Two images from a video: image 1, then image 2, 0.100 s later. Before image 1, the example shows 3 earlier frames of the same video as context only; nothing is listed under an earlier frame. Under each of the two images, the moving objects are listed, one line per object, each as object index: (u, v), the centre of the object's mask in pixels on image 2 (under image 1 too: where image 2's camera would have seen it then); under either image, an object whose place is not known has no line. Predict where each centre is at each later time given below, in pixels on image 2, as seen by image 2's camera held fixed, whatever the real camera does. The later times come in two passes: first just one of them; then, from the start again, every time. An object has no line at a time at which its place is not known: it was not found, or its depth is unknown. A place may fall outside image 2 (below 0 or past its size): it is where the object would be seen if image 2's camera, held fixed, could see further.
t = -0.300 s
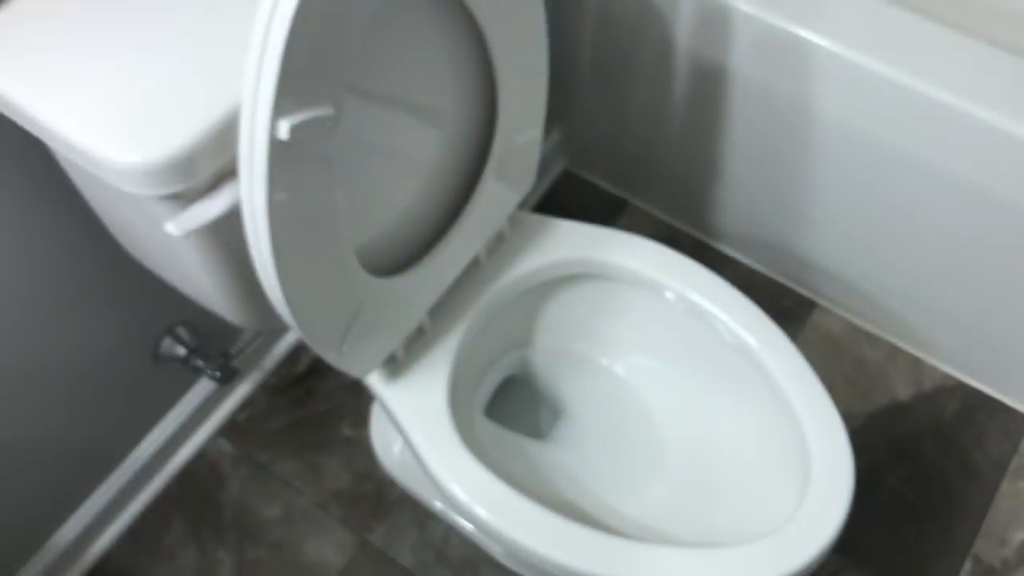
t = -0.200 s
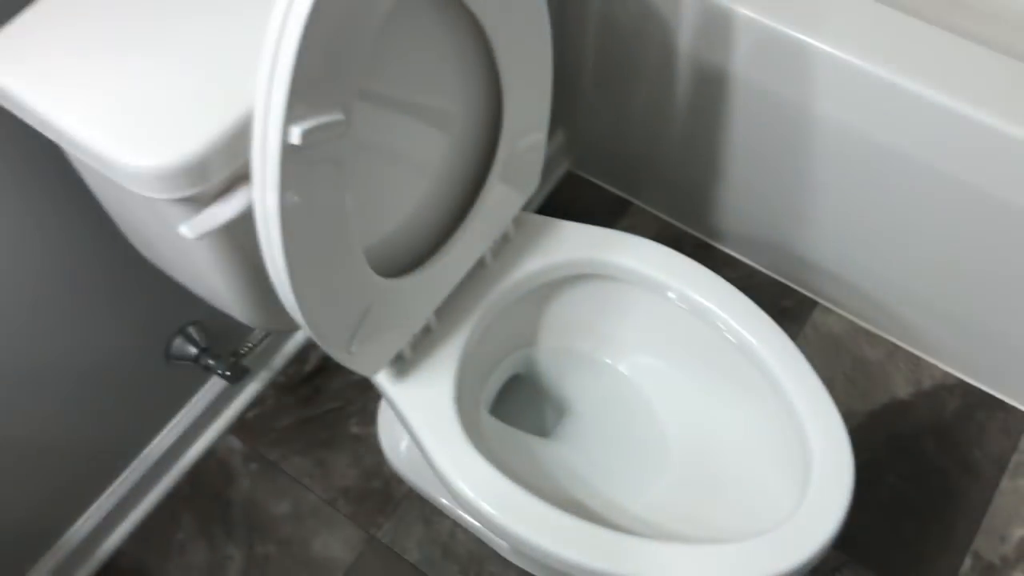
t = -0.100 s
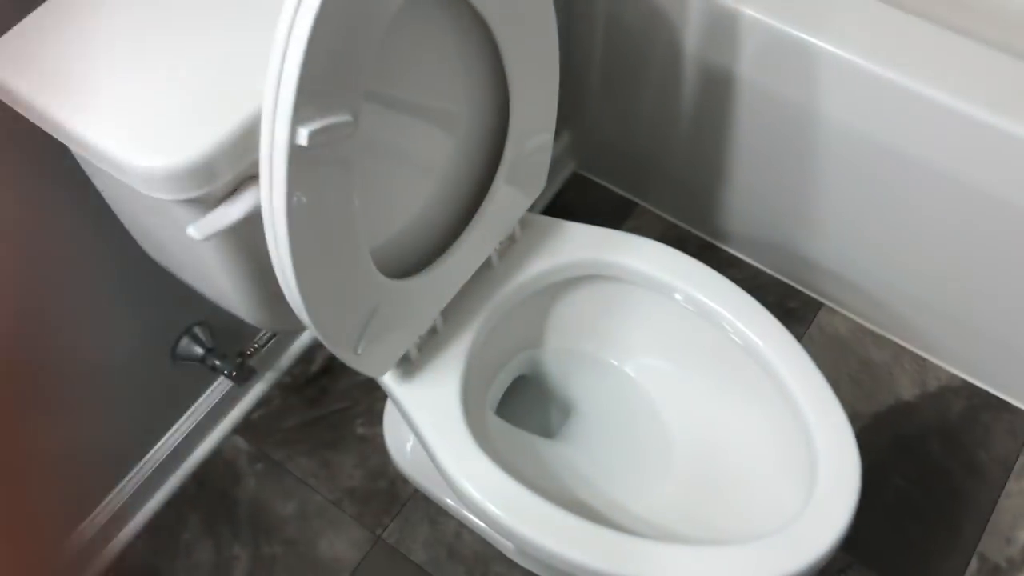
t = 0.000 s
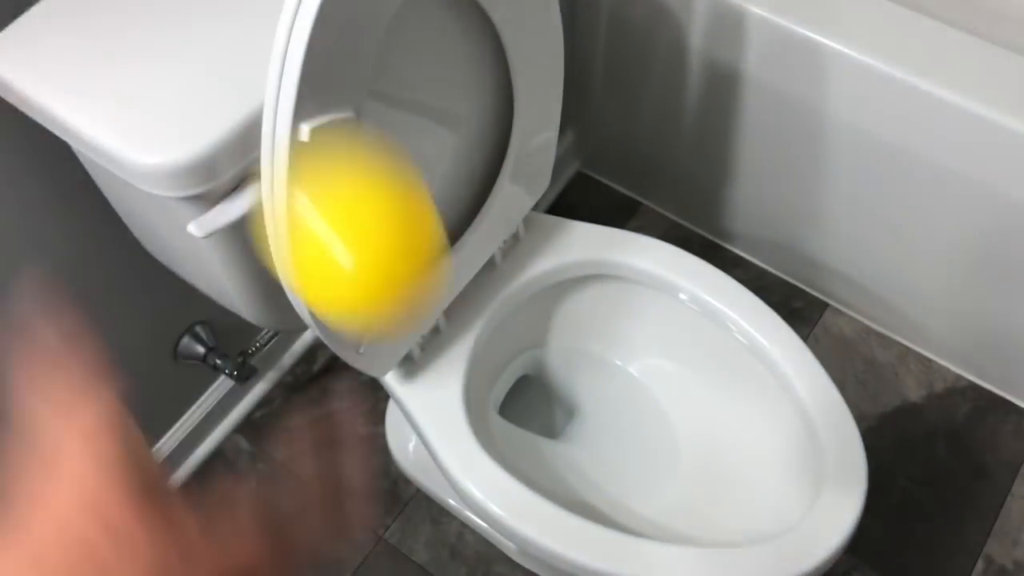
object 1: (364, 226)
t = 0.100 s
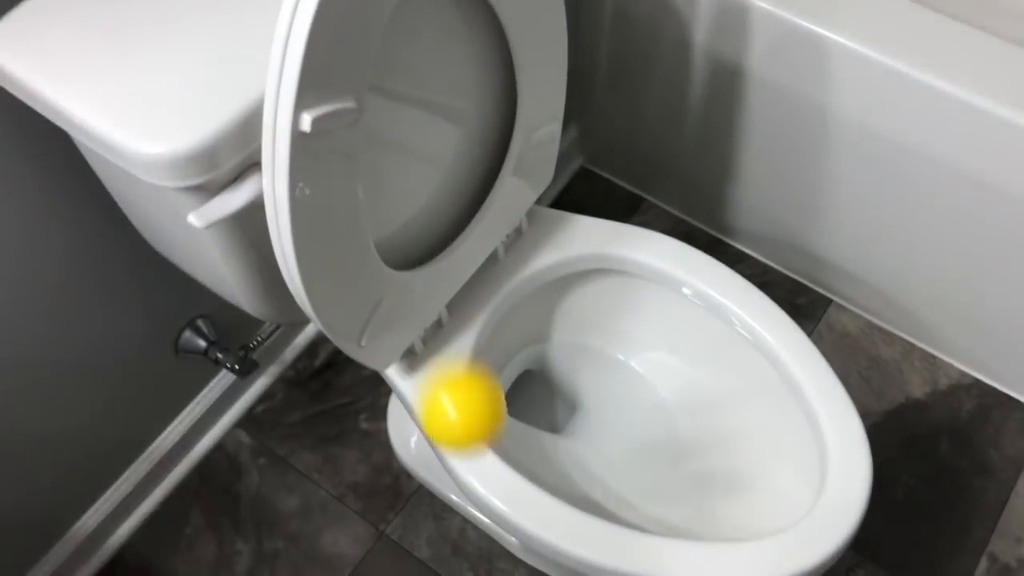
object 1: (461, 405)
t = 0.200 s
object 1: (502, 369)
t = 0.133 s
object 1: (479, 441)
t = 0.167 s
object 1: (492, 423)
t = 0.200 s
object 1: (502, 369)
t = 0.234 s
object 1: (512, 309)
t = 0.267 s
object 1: (527, 250)
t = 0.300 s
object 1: (544, 191)
